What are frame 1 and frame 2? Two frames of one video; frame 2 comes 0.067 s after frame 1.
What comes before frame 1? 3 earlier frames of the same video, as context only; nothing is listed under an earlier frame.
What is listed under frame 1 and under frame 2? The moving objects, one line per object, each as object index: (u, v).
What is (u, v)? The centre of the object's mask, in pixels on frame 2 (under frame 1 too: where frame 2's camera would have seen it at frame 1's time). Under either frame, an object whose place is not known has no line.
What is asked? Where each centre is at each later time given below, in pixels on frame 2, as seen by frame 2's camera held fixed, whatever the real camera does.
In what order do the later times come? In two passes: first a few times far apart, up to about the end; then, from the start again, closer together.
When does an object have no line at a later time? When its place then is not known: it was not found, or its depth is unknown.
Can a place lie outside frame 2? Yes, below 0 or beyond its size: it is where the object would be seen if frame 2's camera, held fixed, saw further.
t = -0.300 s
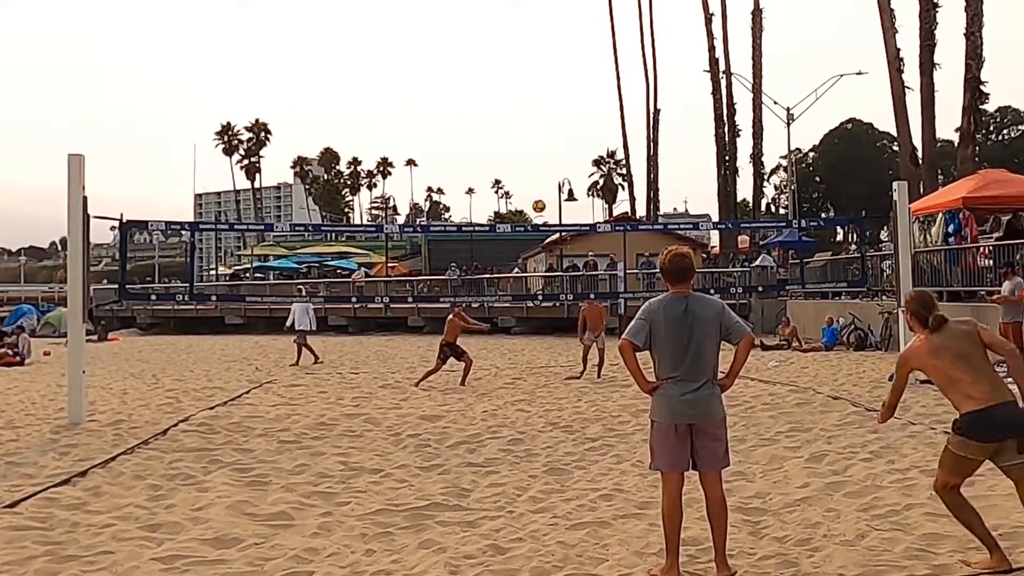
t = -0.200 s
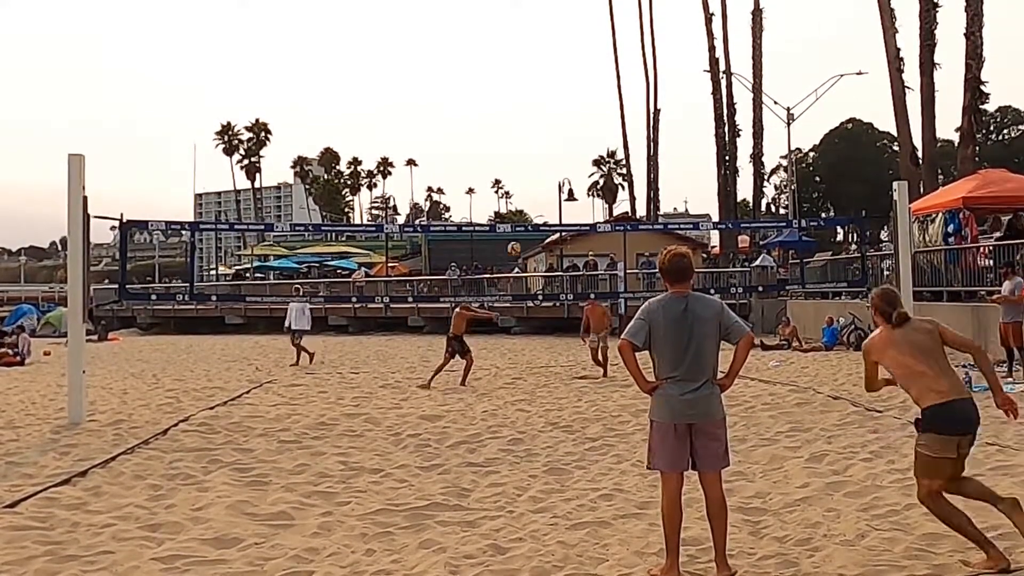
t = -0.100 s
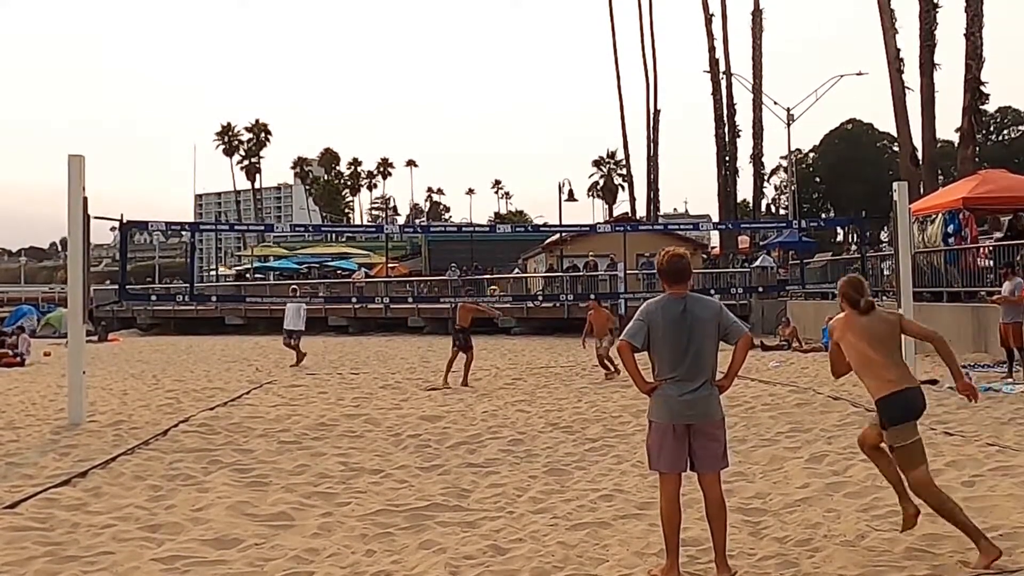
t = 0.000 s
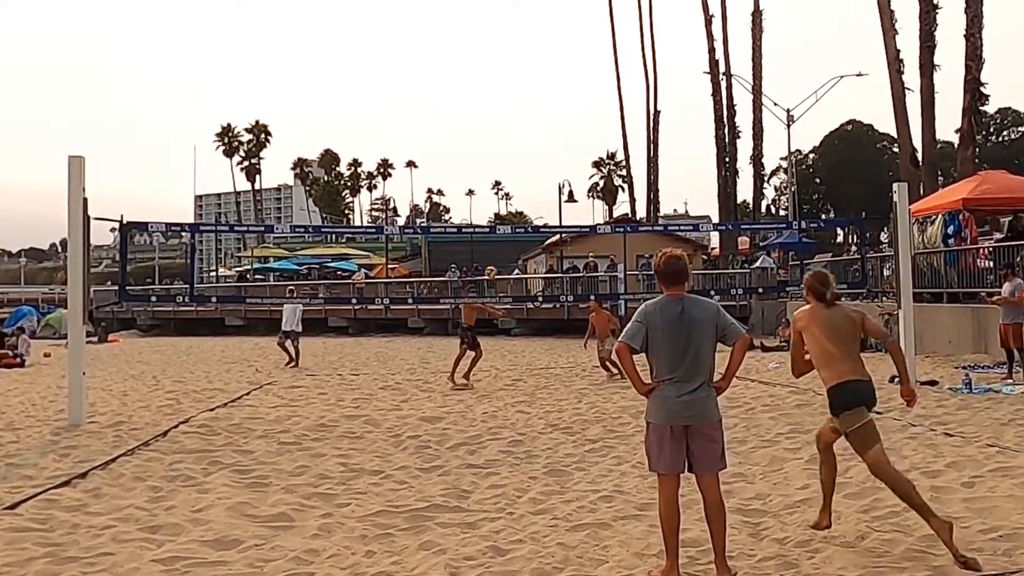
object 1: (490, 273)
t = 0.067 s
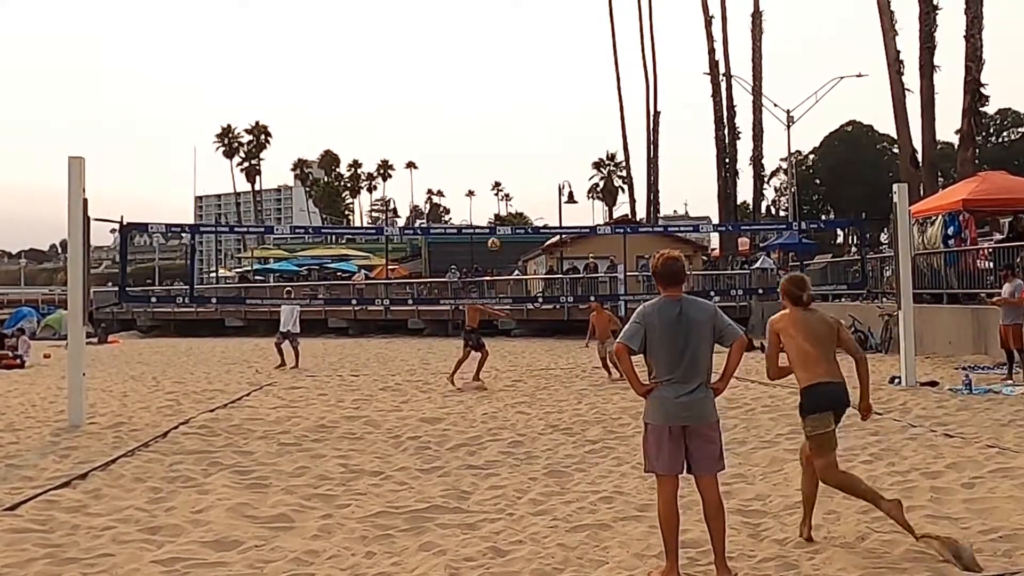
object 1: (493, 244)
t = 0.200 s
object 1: (499, 192)
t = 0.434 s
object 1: (508, 123)
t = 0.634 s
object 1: (516, 87)
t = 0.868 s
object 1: (526, 72)
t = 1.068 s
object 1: (535, 83)
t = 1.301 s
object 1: (547, 126)
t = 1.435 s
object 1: (554, 166)
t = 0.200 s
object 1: (499, 192)
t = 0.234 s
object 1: (500, 181)
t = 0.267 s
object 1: (501, 169)
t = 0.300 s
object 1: (503, 159)
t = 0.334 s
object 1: (504, 149)
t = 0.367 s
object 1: (505, 140)
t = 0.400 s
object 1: (506, 131)
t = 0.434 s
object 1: (508, 123)
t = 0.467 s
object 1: (509, 115)
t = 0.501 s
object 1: (511, 109)
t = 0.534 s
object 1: (512, 103)
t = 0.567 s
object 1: (513, 97)
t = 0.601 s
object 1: (515, 92)
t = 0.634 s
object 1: (516, 87)
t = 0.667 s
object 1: (517, 83)
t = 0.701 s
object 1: (519, 80)
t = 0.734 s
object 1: (520, 77)
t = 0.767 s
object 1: (522, 75)
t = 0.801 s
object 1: (523, 73)
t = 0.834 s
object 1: (524, 72)
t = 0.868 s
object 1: (526, 72)
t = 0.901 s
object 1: (527, 72)
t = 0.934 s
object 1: (529, 73)
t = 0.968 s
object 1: (531, 75)
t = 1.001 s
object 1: (532, 77)
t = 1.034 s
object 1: (534, 80)
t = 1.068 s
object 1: (535, 83)
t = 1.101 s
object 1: (537, 87)
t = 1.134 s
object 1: (539, 92)
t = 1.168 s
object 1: (540, 97)
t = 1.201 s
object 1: (542, 104)
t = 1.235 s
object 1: (544, 111)
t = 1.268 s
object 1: (546, 118)
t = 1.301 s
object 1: (547, 126)
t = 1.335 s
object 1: (549, 135)
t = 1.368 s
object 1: (551, 145)
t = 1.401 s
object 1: (552, 155)
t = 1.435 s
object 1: (554, 166)
